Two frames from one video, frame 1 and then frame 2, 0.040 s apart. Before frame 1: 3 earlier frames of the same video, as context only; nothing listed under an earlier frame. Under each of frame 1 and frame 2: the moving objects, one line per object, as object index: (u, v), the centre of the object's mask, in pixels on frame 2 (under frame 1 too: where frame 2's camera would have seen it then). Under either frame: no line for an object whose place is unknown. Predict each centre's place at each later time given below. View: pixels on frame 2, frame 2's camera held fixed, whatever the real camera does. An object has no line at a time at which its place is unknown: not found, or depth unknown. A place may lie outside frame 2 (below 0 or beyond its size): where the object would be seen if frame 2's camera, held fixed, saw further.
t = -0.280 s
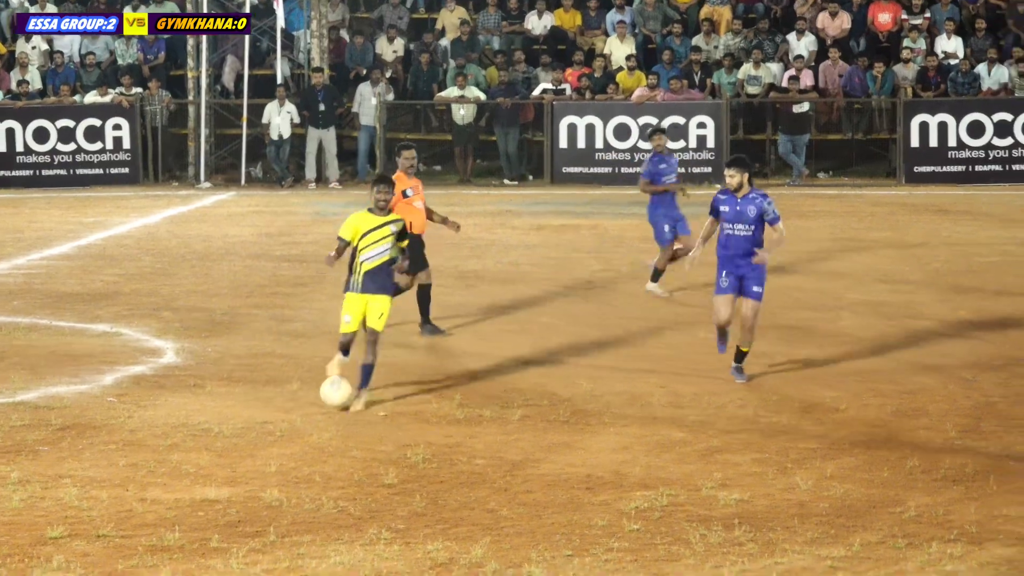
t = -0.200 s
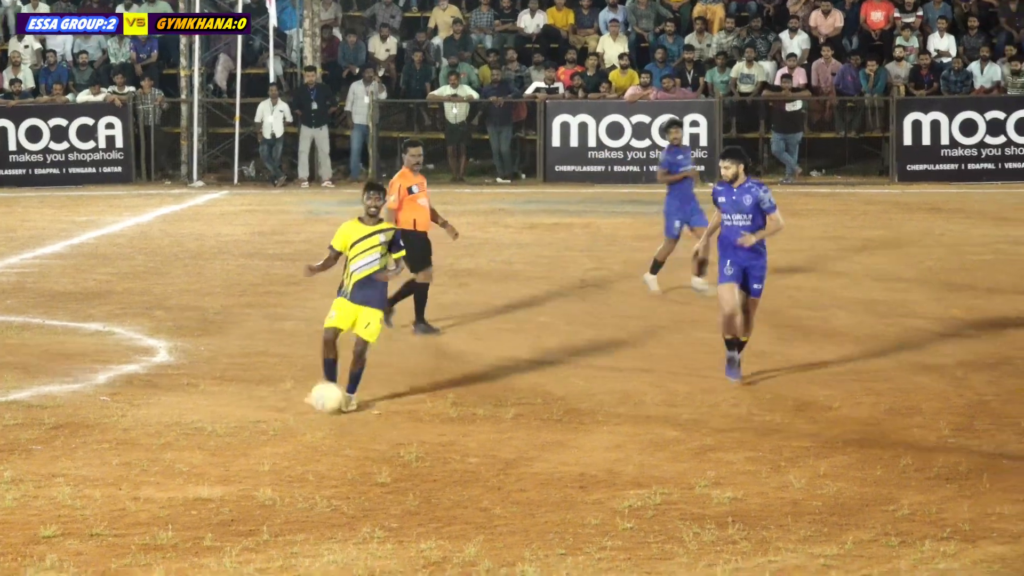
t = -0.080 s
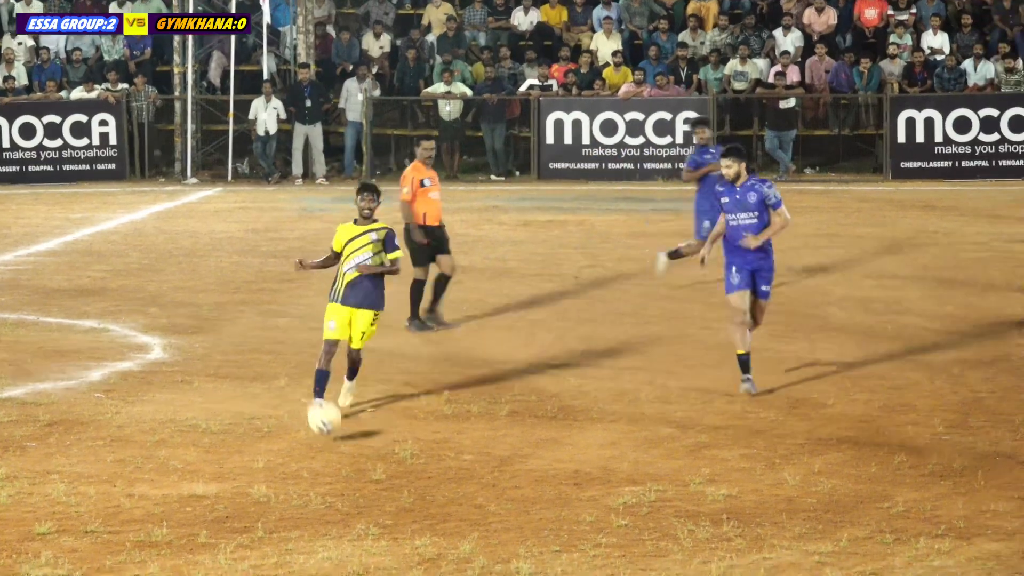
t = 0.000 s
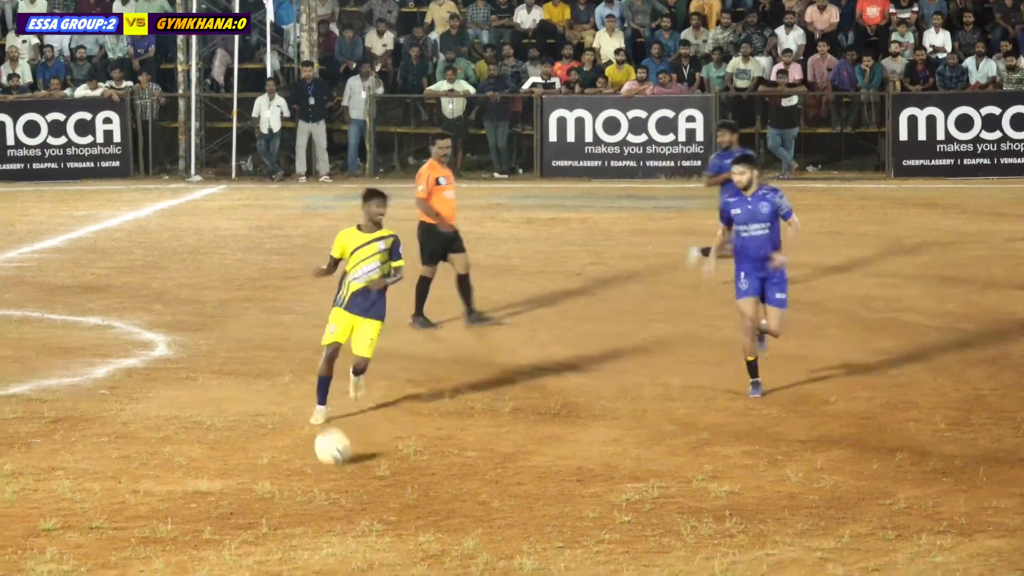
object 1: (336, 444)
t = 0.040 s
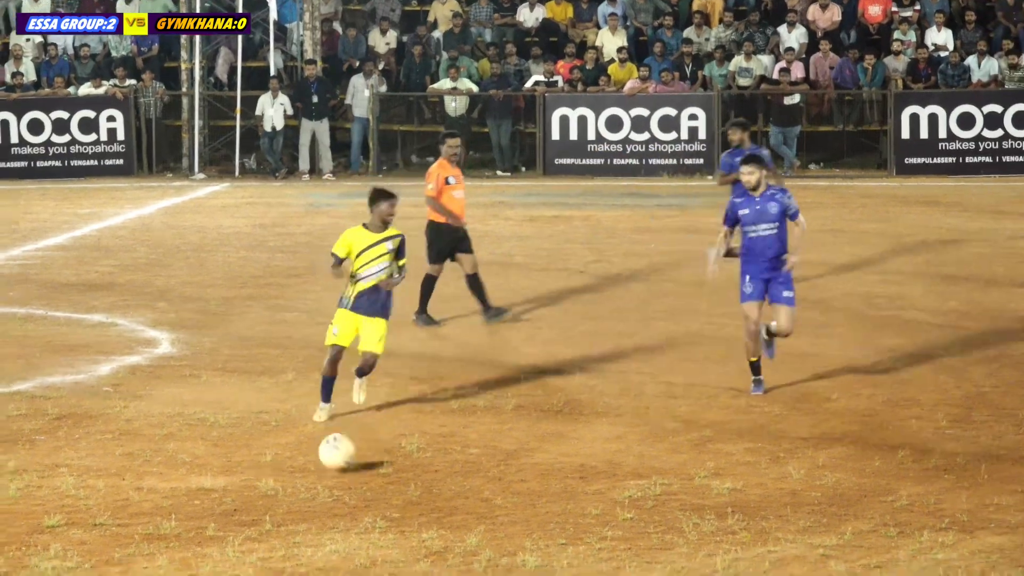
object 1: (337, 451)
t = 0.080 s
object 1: (338, 459)
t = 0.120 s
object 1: (340, 471)
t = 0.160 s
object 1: (341, 485)
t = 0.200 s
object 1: (343, 504)
